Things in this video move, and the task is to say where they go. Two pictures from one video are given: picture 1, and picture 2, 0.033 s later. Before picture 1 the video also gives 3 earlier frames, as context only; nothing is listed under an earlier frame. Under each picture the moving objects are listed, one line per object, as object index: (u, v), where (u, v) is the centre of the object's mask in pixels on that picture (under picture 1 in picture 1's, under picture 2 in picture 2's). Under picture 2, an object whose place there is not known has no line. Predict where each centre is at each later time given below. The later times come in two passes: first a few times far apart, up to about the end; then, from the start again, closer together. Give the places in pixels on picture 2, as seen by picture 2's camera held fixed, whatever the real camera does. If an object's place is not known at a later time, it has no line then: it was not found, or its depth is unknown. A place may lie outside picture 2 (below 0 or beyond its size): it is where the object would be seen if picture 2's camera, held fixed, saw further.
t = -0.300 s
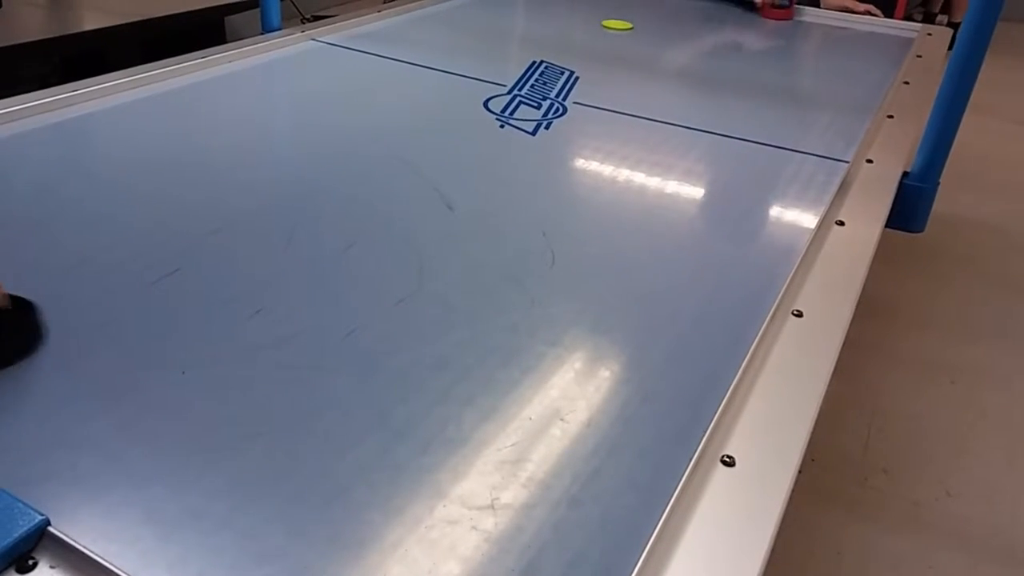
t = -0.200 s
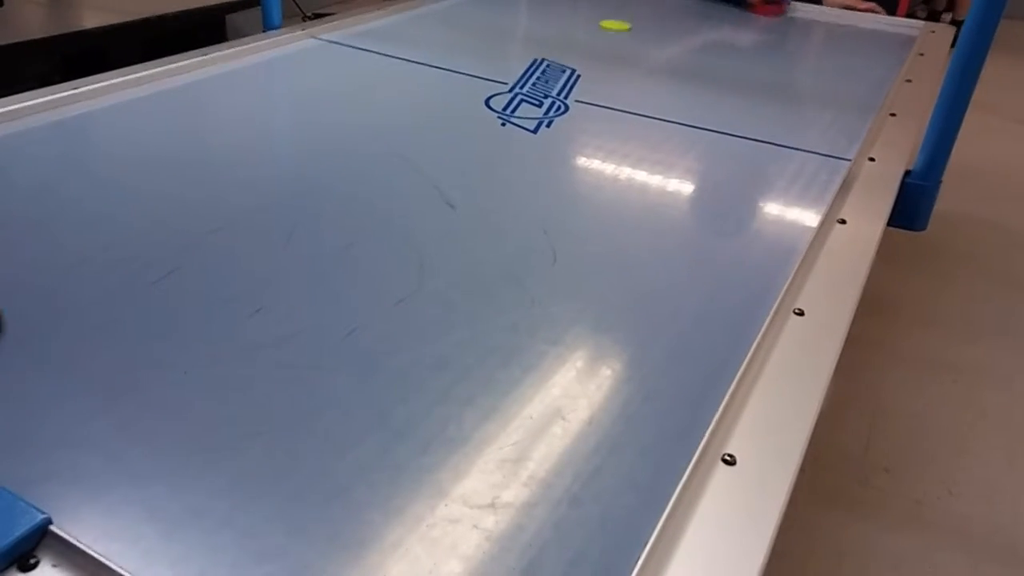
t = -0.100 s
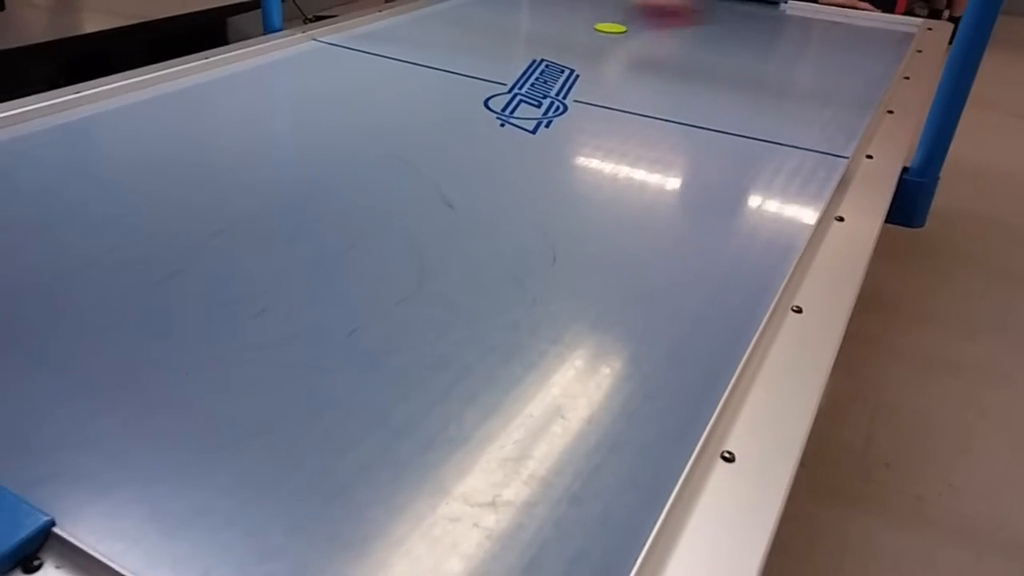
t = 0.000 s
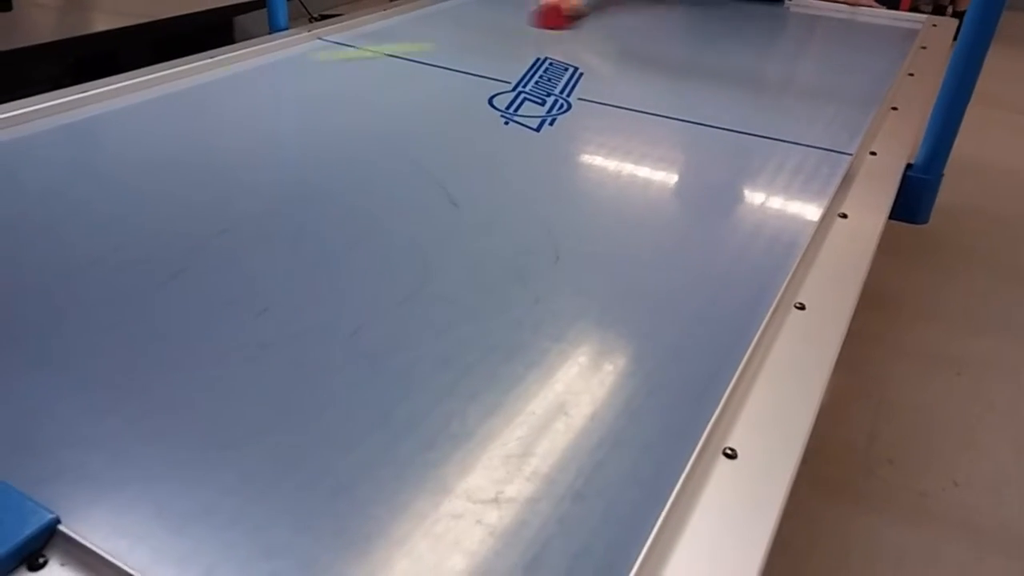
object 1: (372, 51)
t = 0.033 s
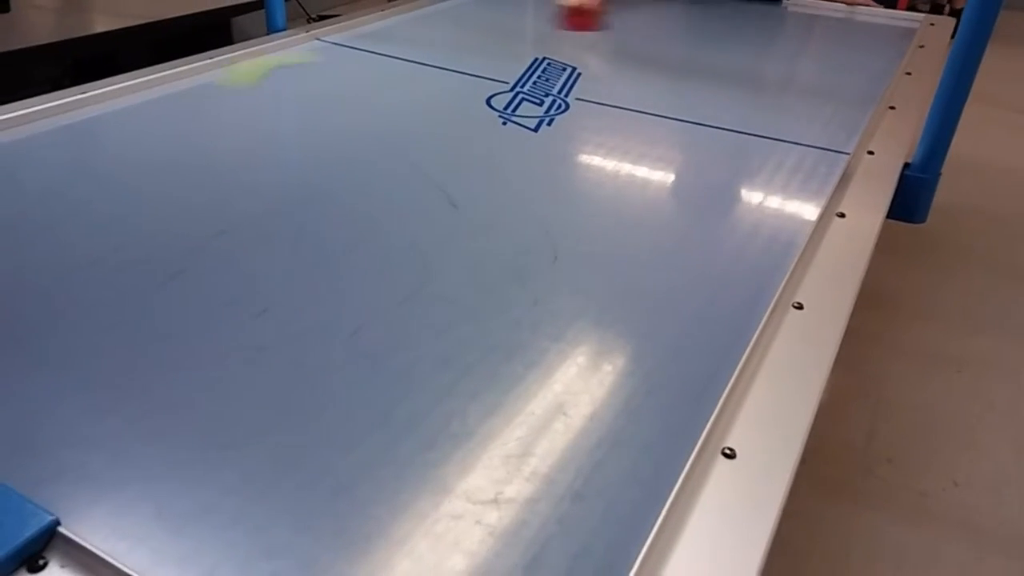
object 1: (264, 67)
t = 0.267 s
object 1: (284, 250)
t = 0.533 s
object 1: (747, 210)
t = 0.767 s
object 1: (663, 117)
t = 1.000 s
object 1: (573, 52)
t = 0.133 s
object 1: (51, 237)
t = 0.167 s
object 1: (66, 267)
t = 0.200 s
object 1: (142, 261)
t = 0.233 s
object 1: (215, 255)
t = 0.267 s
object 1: (284, 250)
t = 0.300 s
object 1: (352, 245)
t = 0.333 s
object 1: (416, 239)
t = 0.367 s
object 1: (476, 235)
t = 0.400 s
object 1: (536, 229)
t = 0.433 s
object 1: (590, 225)
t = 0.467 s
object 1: (647, 220)
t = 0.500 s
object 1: (702, 215)
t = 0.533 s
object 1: (747, 210)
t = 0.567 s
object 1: (783, 201)
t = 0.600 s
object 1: (760, 185)
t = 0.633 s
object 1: (740, 170)
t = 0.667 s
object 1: (718, 156)
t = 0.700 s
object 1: (698, 142)
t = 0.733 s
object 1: (680, 129)
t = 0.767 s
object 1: (663, 117)
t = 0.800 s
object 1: (647, 106)
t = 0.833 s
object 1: (632, 96)
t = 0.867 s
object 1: (620, 86)
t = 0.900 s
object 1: (606, 77)
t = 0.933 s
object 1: (595, 68)
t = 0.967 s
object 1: (583, 59)
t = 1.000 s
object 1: (573, 52)
